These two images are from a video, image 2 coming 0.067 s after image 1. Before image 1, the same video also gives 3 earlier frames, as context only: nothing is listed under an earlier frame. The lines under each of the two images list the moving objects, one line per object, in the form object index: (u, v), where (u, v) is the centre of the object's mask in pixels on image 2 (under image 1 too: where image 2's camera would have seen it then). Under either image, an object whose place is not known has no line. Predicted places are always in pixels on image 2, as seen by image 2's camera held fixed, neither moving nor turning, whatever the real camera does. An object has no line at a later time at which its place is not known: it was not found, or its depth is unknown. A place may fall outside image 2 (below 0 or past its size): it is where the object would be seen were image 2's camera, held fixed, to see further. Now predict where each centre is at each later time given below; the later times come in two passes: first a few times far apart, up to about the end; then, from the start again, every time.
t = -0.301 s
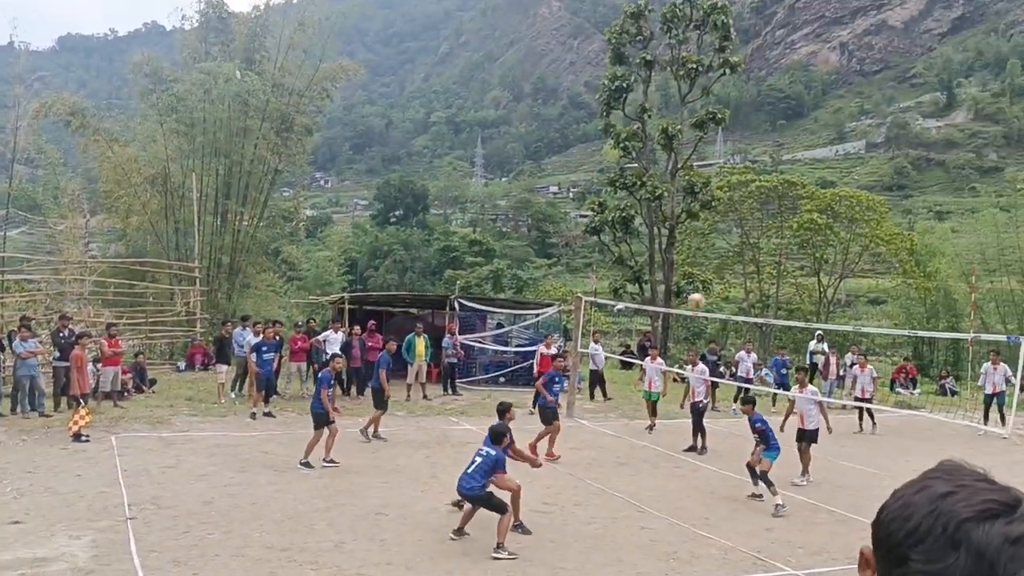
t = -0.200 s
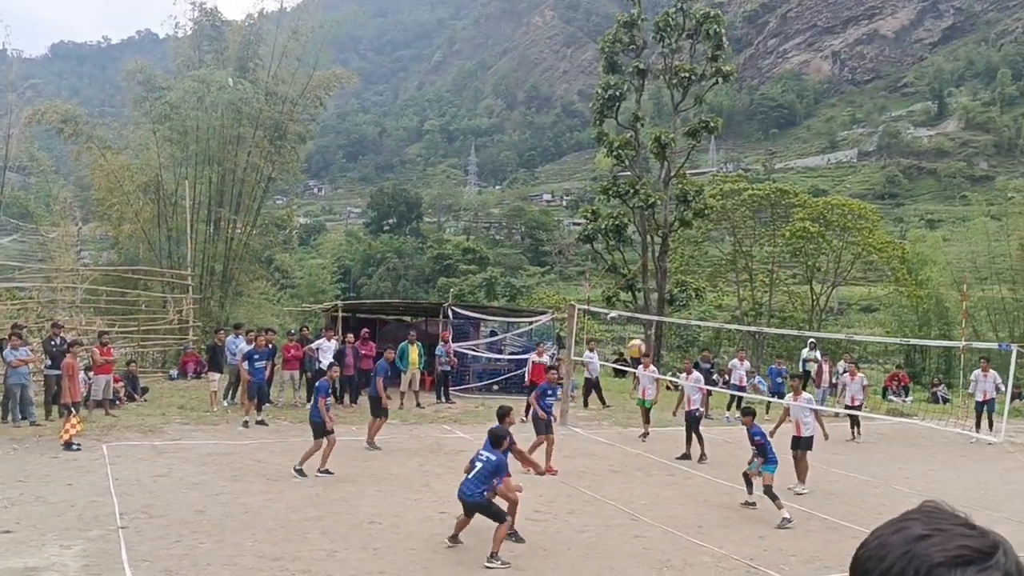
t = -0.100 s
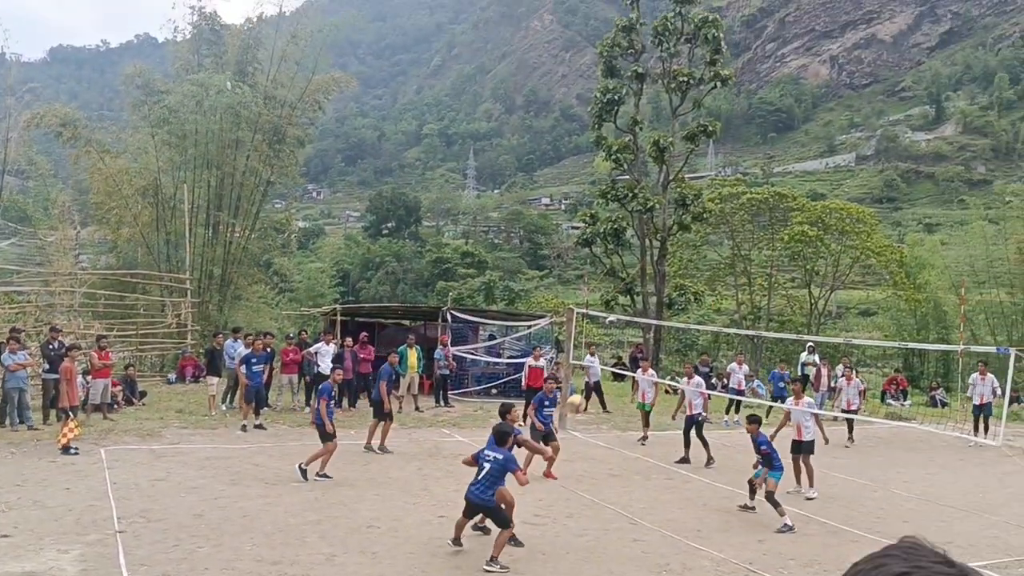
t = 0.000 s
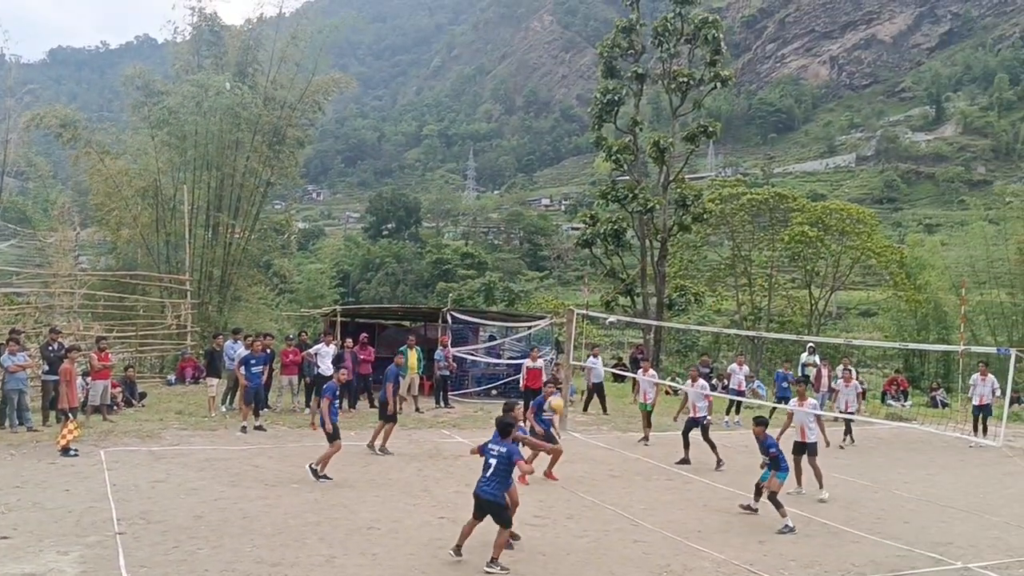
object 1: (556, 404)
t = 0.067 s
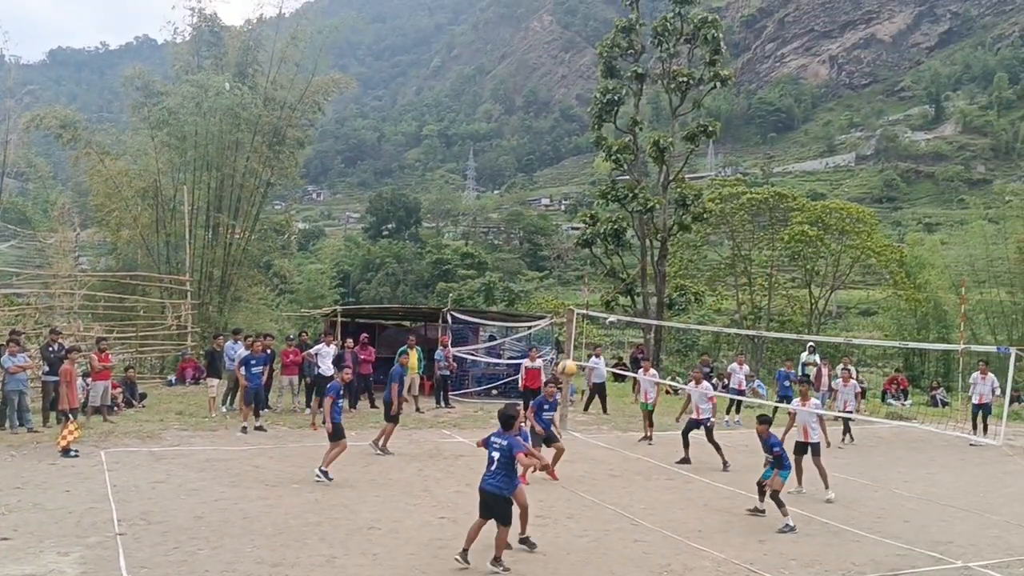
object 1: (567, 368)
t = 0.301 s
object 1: (605, 279)
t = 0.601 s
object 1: (647, 237)
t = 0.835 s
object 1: (677, 256)
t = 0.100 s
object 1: (571, 353)
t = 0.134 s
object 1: (579, 336)
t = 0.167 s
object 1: (584, 323)
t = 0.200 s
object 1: (590, 311)
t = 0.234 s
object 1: (594, 299)
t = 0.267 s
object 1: (600, 289)
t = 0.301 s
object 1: (605, 279)
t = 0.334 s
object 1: (610, 271)
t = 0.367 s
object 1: (615, 263)
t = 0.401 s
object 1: (620, 258)
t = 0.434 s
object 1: (625, 250)
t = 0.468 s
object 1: (629, 246)
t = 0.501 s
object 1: (634, 243)
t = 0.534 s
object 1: (639, 240)
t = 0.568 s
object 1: (643, 239)
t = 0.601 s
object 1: (647, 237)
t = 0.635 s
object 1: (652, 237)
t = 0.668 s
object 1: (656, 239)
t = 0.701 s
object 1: (660, 241)
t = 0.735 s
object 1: (665, 244)
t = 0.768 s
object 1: (669, 248)
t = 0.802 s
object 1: (673, 252)
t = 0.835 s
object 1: (677, 256)
